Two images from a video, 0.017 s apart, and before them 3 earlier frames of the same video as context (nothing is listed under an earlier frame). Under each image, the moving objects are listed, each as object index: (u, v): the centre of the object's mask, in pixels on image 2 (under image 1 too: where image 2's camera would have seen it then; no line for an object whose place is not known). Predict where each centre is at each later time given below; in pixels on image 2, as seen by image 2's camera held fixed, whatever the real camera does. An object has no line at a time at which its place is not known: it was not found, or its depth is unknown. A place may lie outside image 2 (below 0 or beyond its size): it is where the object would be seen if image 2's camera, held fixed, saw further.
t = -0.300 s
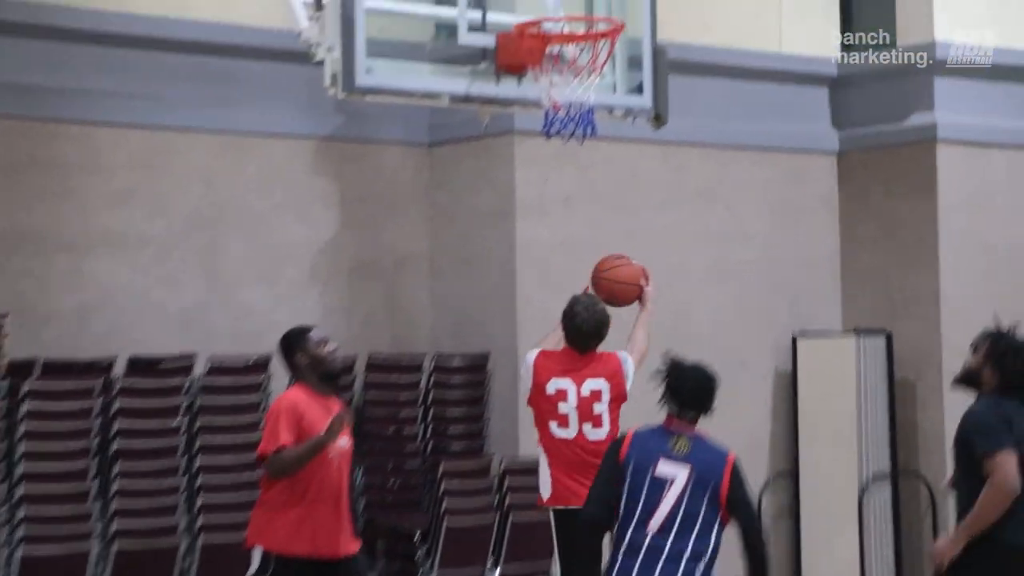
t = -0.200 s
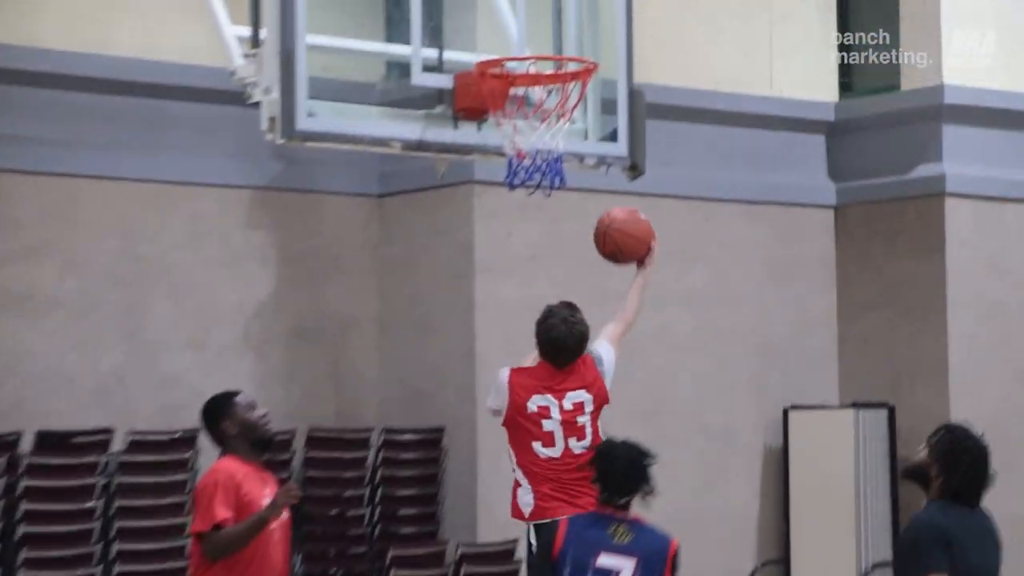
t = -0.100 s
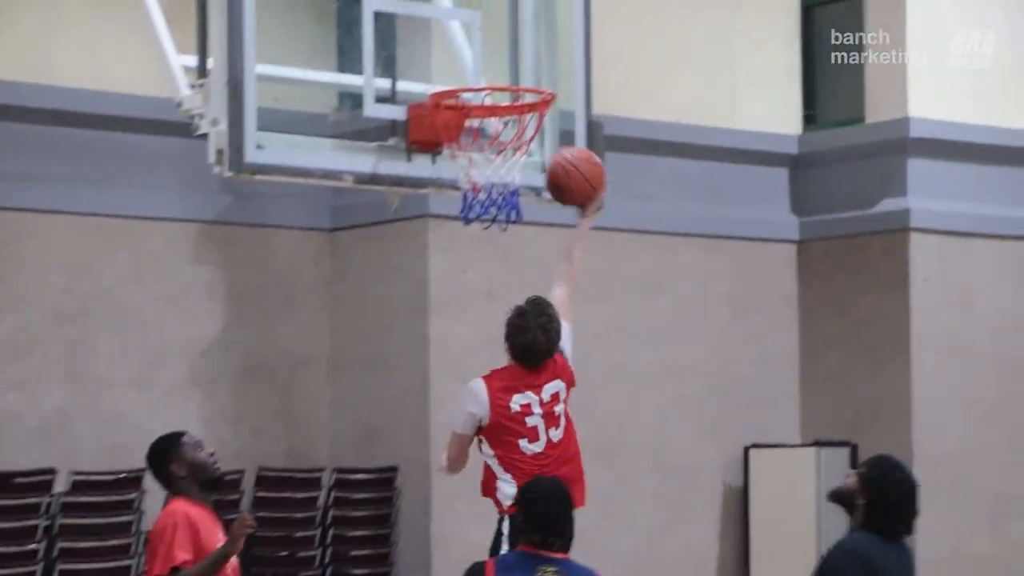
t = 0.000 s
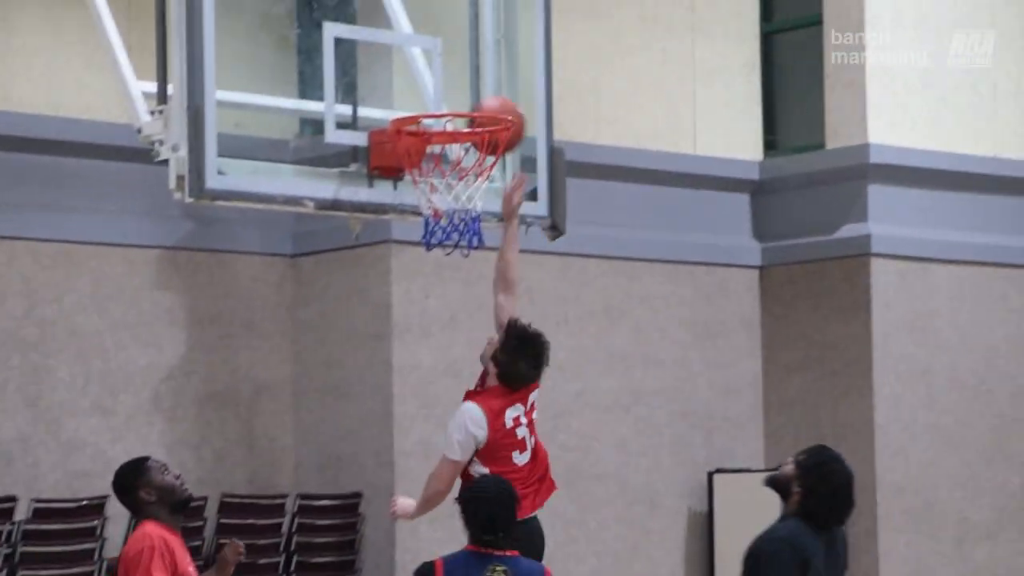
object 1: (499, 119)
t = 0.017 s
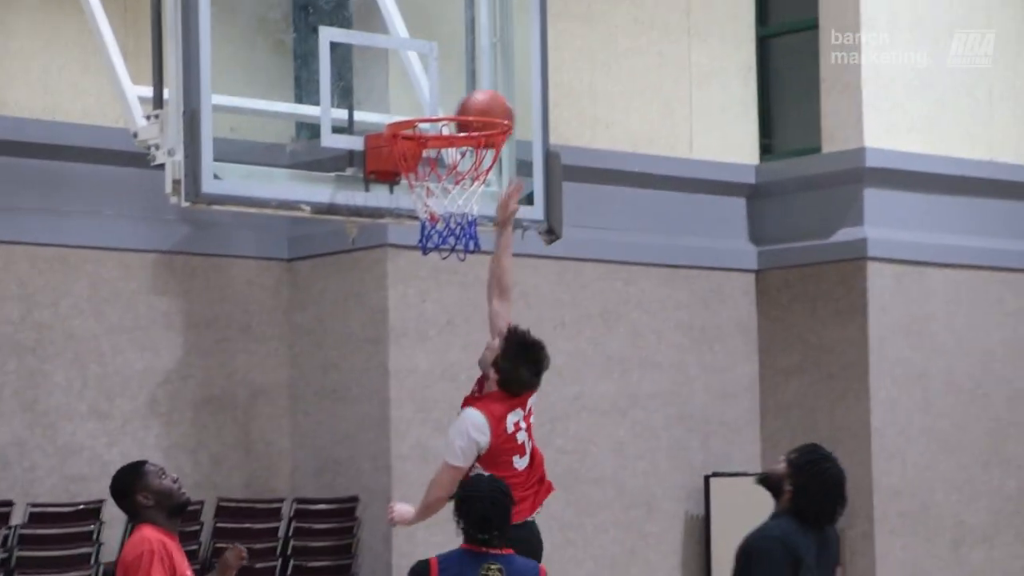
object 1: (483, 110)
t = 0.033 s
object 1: (477, 107)
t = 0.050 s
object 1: (471, 99)
